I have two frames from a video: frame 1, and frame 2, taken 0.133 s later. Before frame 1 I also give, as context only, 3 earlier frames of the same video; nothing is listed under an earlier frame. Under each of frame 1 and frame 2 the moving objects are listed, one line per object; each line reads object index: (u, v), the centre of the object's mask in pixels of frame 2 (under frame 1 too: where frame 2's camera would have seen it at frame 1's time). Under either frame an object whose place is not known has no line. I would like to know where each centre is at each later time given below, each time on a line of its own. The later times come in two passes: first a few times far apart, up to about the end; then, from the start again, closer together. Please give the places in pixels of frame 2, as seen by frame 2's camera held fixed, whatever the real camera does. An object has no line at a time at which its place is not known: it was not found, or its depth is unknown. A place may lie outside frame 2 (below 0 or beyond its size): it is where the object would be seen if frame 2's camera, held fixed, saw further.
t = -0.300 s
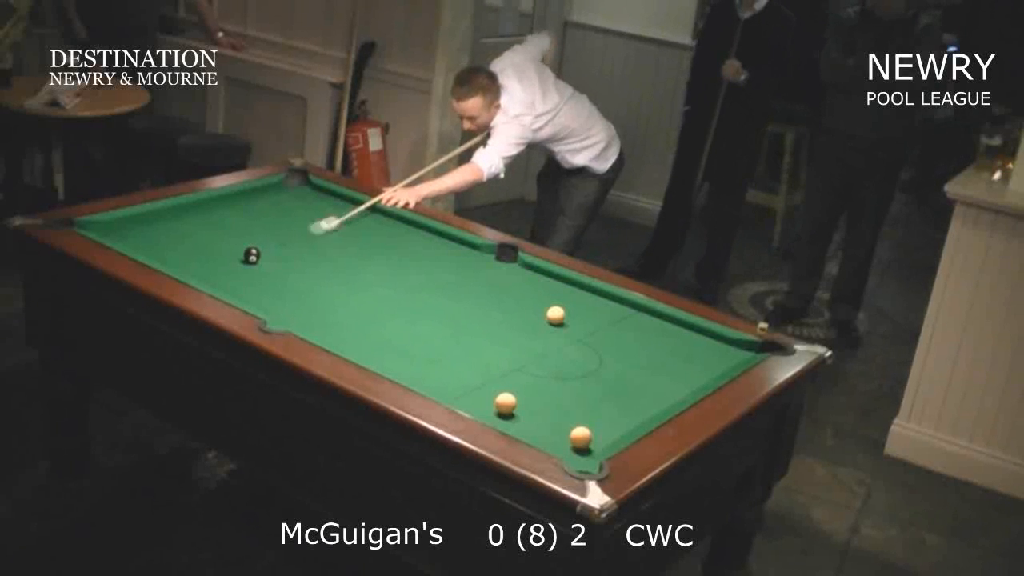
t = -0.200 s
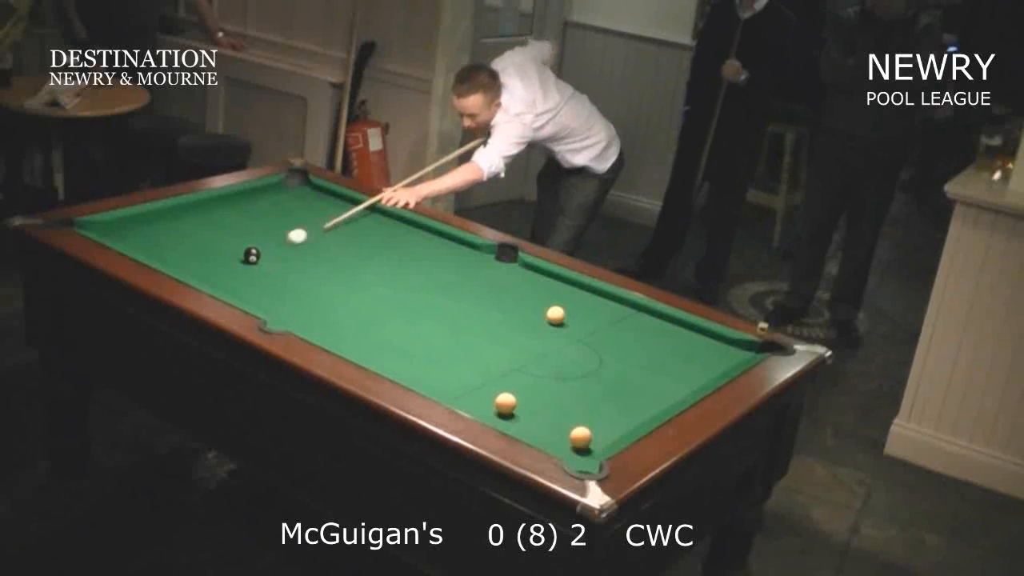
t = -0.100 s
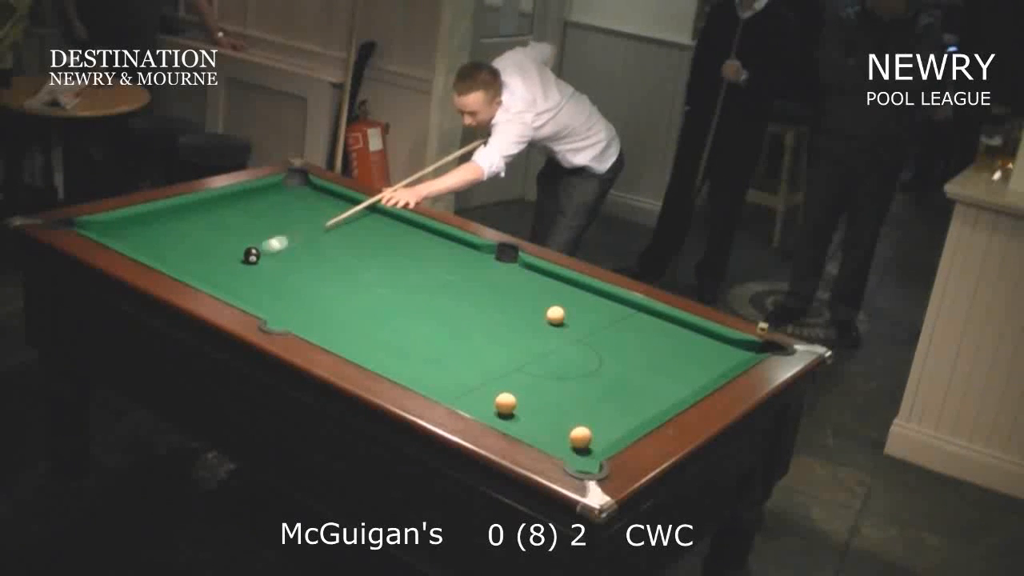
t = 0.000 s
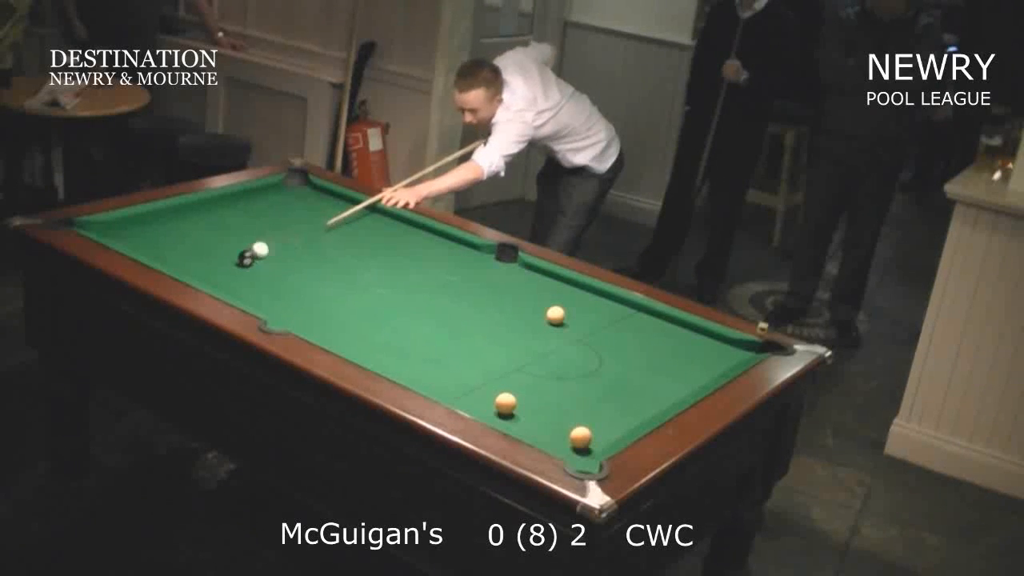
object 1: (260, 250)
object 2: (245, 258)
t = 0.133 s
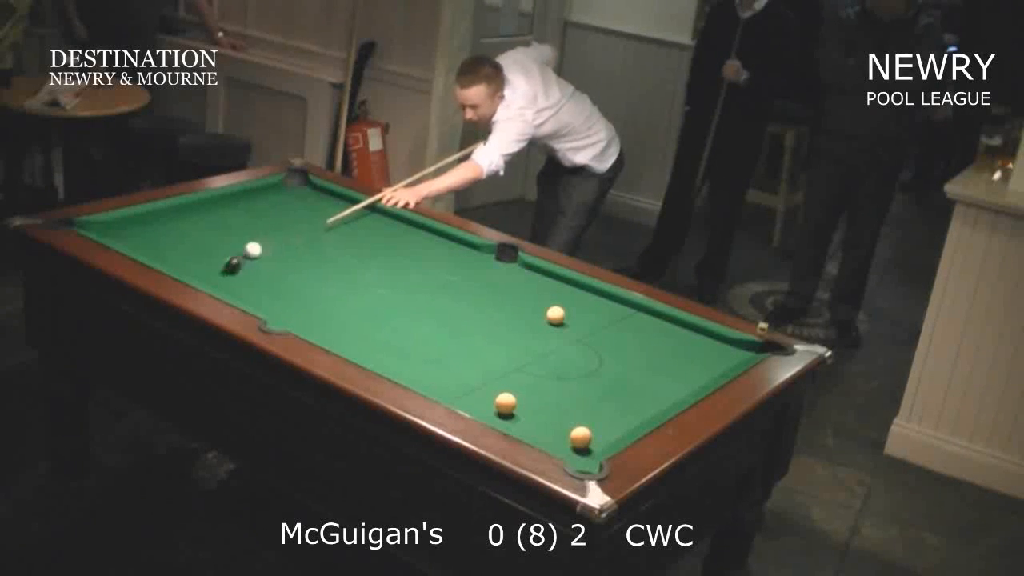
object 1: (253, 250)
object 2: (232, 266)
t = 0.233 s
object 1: (246, 250)
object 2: (219, 271)
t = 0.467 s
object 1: (233, 251)
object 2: (208, 278)
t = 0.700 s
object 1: (222, 252)
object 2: (231, 277)
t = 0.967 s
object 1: (212, 253)
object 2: (258, 273)
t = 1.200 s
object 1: (204, 254)
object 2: (280, 271)
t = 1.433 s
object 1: (199, 254)
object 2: (300, 268)
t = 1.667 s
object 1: (196, 254)
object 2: (318, 265)
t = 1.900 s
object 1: (195, 255)
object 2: (333, 263)
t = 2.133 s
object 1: (194, 255)
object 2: (346, 262)
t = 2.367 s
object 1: (195, 255)
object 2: (359, 260)
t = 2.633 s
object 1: (194, 255)
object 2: (370, 259)
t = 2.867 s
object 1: (194, 255)
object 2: (377, 257)
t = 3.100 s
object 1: (194, 255)
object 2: (383, 257)
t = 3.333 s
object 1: (194, 255)
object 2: (387, 257)
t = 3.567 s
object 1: (194, 255)
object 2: (389, 256)
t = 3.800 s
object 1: (194, 255)
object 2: (390, 256)
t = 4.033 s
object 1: (194, 255)
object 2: (390, 256)
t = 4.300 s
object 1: (194, 255)
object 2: (389, 256)
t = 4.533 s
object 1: (194, 255)
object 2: (390, 256)
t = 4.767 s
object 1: (194, 255)
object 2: (390, 256)
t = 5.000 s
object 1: (194, 255)
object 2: (389, 256)
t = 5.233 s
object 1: (194, 255)
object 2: (389, 256)
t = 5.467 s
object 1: (194, 255)
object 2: (390, 256)
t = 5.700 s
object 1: (194, 255)
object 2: (389, 256)
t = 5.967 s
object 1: (194, 255)
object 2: (389, 256)
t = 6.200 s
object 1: (194, 255)
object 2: (389, 256)
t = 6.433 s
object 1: (194, 255)
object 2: (389, 256)
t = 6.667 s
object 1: (194, 255)
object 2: (389, 256)
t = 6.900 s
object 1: (194, 255)
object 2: (389, 256)
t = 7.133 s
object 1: (194, 255)
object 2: (389, 256)
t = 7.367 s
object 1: (194, 255)
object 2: (389, 256)
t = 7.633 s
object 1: (194, 255)
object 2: (389, 256)
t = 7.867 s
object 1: (194, 255)
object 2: (389, 256)
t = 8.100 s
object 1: (194, 255)
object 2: (389, 256)
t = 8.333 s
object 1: (194, 255)
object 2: (389, 256)
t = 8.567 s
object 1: (194, 255)
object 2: (389, 256)
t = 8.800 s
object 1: (194, 255)
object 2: (389, 256)
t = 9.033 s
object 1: (194, 255)
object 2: (389, 256)
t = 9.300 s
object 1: (194, 255)
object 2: (389, 256)
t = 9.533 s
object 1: (194, 255)
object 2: (389, 256)
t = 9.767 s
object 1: (194, 255)
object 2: (389, 256)
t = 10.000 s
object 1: (194, 255)
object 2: (389, 256)
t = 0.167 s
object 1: (250, 250)
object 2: (228, 268)
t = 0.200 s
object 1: (248, 250)
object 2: (223, 270)
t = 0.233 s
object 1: (246, 250)
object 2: (219, 271)
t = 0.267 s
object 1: (244, 251)
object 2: (216, 273)
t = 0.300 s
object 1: (243, 251)
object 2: (213, 275)
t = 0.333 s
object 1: (241, 251)
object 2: (210, 276)
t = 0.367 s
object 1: (239, 251)
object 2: (207, 277)
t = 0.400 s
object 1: (237, 251)
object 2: (204, 277)
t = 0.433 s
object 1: (235, 251)
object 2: (204, 277)
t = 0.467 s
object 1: (233, 251)
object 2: (208, 278)
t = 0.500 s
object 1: (232, 252)
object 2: (210, 278)
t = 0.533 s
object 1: (230, 252)
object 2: (212, 279)
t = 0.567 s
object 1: (229, 252)
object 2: (216, 279)
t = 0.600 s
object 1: (227, 252)
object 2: (221, 279)
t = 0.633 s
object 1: (225, 252)
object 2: (225, 279)
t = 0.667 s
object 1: (224, 252)
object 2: (229, 278)
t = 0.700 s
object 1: (222, 252)
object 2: (231, 277)
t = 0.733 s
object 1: (221, 252)
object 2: (234, 277)
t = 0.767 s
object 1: (219, 252)
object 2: (238, 276)
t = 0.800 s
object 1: (218, 252)
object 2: (242, 276)
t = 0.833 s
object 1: (216, 253)
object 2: (247, 275)
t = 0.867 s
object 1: (215, 253)
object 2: (249, 275)
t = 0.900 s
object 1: (214, 253)
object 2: (251, 275)
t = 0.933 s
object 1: (213, 253)
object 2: (254, 274)
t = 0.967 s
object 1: (212, 253)
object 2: (258, 273)
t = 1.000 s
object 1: (210, 253)
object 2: (262, 273)
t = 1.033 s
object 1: (209, 253)
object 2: (266, 272)
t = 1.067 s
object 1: (208, 253)
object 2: (269, 273)
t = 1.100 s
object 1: (207, 253)
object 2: (271, 272)
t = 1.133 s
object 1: (207, 254)
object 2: (273, 272)
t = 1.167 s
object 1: (206, 253)
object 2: (277, 271)
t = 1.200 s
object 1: (204, 254)
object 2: (280, 271)
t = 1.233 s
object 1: (203, 254)
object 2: (284, 270)
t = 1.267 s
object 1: (203, 254)
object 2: (287, 269)
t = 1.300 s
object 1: (202, 254)
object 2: (289, 269)
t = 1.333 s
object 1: (201, 254)
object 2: (291, 269)
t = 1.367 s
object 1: (201, 254)
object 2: (294, 269)
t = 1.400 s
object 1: (200, 254)
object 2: (297, 268)
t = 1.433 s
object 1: (199, 254)
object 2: (300, 268)
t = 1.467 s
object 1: (199, 254)
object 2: (302, 268)
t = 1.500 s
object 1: (198, 254)
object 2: (305, 267)
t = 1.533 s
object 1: (198, 254)
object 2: (307, 266)
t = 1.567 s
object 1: (197, 254)
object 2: (310, 266)
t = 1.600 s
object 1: (197, 254)
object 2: (313, 266)
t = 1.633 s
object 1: (196, 254)
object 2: (315, 265)
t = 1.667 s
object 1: (196, 254)
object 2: (318, 265)
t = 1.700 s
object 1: (196, 255)
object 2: (319, 265)
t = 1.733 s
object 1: (196, 255)
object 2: (321, 265)
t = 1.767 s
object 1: (195, 255)
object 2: (324, 265)
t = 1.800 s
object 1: (195, 255)
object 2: (326, 264)
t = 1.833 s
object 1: (195, 255)
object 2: (329, 264)
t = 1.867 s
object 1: (195, 255)
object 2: (331, 263)
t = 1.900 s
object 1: (195, 255)
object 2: (333, 263)
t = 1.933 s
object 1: (195, 255)
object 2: (335, 263)
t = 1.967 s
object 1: (195, 255)
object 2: (337, 263)
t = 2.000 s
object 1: (195, 255)
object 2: (339, 263)
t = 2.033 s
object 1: (194, 255)
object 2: (342, 263)
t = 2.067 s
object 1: (194, 255)
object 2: (343, 262)
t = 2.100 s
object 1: (194, 255)
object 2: (345, 262)
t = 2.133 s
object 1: (194, 255)
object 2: (346, 262)
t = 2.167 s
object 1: (194, 255)
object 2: (348, 262)
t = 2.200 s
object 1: (194, 255)
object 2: (350, 261)
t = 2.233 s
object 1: (194, 255)
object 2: (352, 261)
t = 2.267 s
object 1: (194, 255)
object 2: (354, 260)
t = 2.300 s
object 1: (194, 255)
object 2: (355, 260)
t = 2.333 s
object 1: (194, 255)
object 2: (356, 260)
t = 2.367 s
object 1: (195, 255)
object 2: (359, 260)
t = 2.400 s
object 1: (194, 255)
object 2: (360, 259)
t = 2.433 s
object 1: (194, 255)
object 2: (362, 260)
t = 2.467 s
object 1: (194, 255)
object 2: (363, 260)
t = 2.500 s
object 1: (194, 255)
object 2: (364, 259)
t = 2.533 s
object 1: (194, 255)
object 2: (365, 259)
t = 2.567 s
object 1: (194, 255)
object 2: (366, 259)
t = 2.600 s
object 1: (194, 255)
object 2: (368, 259)
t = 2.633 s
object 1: (194, 255)
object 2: (370, 259)
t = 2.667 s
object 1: (194, 255)
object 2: (371, 259)
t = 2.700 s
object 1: (194, 255)
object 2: (371, 259)
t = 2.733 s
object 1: (194, 255)
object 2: (372, 258)
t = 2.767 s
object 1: (194, 255)
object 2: (373, 258)
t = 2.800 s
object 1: (194, 255)
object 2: (375, 258)
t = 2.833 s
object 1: (194, 255)
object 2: (376, 258)
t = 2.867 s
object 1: (194, 255)
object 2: (377, 257)
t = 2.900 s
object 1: (194, 255)
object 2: (378, 257)
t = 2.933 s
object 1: (194, 255)
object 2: (379, 257)
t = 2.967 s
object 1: (194, 255)
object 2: (380, 257)
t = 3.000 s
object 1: (194, 255)
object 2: (381, 257)
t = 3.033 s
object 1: (194, 255)
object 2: (382, 257)
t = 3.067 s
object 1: (194, 255)
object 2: (382, 257)
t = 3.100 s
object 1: (194, 255)
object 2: (383, 257)
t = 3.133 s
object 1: (194, 255)
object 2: (383, 256)
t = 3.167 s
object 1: (194, 255)
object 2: (384, 257)
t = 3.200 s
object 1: (194, 255)
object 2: (385, 256)
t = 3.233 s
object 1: (194, 255)
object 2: (385, 256)
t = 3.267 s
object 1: (194, 255)
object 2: (386, 256)
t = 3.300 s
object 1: (194, 255)
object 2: (386, 257)
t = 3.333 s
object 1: (194, 255)
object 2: (387, 257)
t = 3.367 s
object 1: (194, 255)
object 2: (387, 256)
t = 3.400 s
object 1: (194, 255)
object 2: (388, 256)
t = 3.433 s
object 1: (194, 255)
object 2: (388, 256)
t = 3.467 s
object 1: (194, 255)
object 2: (389, 256)
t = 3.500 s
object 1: (194, 255)
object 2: (389, 256)
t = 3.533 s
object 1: (194, 255)
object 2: (389, 256)
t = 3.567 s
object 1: (194, 255)
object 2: (389, 256)
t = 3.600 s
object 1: (194, 255)
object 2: (389, 256)
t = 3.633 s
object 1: (194, 255)
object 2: (389, 256)
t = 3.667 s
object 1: (194, 255)
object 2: (390, 256)
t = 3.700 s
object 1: (194, 255)
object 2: (390, 256)
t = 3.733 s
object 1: (194, 255)
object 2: (390, 256)
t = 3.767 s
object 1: (194, 255)
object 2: (390, 256)
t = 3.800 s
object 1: (194, 255)
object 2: (390, 256)
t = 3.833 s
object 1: (194, 255)
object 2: (390, 256)
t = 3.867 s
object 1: (194, 255)
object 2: (390, 256)
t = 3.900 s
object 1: (194, 255)
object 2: (390, 256)
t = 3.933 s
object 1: (194, 255)
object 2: (390, 256)
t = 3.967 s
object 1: (194, 255)
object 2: (390, 256)
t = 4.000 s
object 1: (194, 255)
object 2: (390, 256)
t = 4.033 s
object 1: (194, 255)
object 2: (390, 256)
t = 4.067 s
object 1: (194, 255)
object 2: (390, 256)
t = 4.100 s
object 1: (194, 255)
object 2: (390, 256)
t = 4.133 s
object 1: (194, 255)
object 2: (390, 256)
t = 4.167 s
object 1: (194, 255)
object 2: (390, 256)
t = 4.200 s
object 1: (194, 255)
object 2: (390, 256)
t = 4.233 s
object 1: (194, 255)
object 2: (390, 256)
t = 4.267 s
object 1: (194, 255)
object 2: (390, 256)
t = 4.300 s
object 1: (194, 255)
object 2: (389, 256)
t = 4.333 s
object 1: (194, 255)
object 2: (390, 256)
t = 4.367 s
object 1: (194, 255)
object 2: (389, 256)
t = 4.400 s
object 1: (194, 255)
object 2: (389, 256)
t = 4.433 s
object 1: (194, 255)
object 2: (390, 256)
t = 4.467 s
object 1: (194, 255)
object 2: (390, 256)
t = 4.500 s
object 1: (194, 255)
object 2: (390, 256)
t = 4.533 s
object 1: (194, 255)
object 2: (390, 256)
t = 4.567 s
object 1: (194, 255)
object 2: (390, 256)
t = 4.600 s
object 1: (194, 255)
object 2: (390, 256)
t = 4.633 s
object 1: (194, 255)
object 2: (390, 256)
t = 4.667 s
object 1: (194, 255)
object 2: (390, 256)
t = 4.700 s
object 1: (194, 255)
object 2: (390, 256)
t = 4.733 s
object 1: (194, 255)
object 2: (390, 256)
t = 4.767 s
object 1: (194, 255)
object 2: (390, 256)
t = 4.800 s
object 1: (194, 255)
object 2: (390, 256)
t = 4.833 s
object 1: (194, 255)
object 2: (389, 256)
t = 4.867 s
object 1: (194, 255)
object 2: (389, 256)
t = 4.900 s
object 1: (194, 255)
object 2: (389, 256)
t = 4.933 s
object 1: (194, 255)
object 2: (389, 256)
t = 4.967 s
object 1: (194, 255)
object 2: (389, 256)
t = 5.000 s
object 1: (194, 255)
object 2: (389, 256)
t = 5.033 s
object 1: (194, 255)
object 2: (389, 256)
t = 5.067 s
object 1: (194, 255)
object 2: (390, 256)
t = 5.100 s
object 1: (194, 255)
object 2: (389, 256)
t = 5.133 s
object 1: (194, 255)
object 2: (389, 256)
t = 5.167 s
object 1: (194, 255)
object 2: (389, 256)
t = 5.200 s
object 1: (194, 255)
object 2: (389, 256)
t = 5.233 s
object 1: (194, 255)
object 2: (389, 256)
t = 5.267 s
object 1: (194, 255)
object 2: (390, 256)
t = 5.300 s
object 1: (194, 255)
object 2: (389, 256)
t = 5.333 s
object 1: (194, 255)
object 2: (389, 256)
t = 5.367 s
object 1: (194, 255)
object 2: (389, 256)
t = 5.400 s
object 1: (194, 255)
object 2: (389, 256)
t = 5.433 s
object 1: (194, 255)
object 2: (389, 256)
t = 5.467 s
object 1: (194, 255)
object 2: (390, 256)
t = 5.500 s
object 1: (194, 255)
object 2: (389, 256)
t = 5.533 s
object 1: (194, 255)
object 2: (390, 256)
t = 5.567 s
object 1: (194, 255)
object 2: (390, 256)
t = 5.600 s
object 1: (194, 255)
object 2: (389, 256)
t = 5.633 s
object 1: (194, 255)
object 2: (389, 256)
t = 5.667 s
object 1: (194, 255)
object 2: (389, 256)
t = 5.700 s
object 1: (194, 255)
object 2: (389, 256)
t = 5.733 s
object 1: (194, 255)
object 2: (389, 256)
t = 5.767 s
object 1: (194, 255)
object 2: (389, 256)
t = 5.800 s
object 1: (194, 255)
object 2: (389, 256)
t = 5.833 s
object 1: (194, 255)
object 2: (389, 256)
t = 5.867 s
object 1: (194, 255)
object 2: (389, 256)
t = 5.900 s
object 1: (194, 255)
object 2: (389, 256)
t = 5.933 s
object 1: (194, 255)
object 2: (389, 256)
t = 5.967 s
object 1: (194, 255)
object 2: (389, 256)
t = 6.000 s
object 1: (194, 255)
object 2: (389, 256)
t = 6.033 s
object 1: (194, 255)
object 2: (389, 256)
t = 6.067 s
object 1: (194, 255)
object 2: (389, 256)
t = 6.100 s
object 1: (194, 255)
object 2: (389, 256)
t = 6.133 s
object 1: (194, 255)
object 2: (389, 256)
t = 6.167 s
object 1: (194, 255)
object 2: (390, 255)
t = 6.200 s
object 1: (194, 255)
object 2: (389, 256)
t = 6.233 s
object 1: (194, 255)
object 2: (389, 256)
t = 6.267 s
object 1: (194, 255)
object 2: (389, 256)
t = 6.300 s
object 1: (194, 255)
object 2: (389, 256)
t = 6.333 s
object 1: (194, 255)
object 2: (389, 256)
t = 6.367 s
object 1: (194, 255)
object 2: (389, 256)
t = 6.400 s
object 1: (194, 255)
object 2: (389, 256)
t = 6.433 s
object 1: (194, 255)
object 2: (389, 256)
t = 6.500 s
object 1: (194, 255)
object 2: (389, 256)
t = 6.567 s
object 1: (194, 255)
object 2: (389, 256)
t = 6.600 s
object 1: (194, 255)
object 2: (389, 256)
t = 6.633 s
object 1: (194, 255)
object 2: (389, 256)
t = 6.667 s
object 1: (194, 255)
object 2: (389, 256)
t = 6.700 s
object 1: (194, 255)
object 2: (389, 256)
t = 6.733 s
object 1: (194, 255)
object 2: (389, 256)
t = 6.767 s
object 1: (194, 255)
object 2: (389, 256)
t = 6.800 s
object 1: (194, 255)
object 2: (389, 256)
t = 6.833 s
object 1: (194, 255)
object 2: (389, 256)
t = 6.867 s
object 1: (194, 255)
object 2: (389, 256)
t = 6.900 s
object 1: (194, 255)
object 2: (389, 256)
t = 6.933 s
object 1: (194, 255)
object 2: (389, 256)
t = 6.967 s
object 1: (194, 255)
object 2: (389, 256)
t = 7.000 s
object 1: (194, 255)
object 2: (389, 256)
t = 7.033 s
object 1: (194, 255)
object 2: (389, 256)
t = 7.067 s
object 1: (194, 255)
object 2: (389, 256)
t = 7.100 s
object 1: (194, 255)
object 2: (389, 256)
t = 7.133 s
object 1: (194, 255)
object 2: (389, 256)
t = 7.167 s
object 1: (194, 255)
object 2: (389, 256)
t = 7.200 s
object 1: (194, 255)
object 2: (389, 256)
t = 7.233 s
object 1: (194, 255)
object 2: (389, 256)
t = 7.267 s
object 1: (194, 255)
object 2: (389, 256)
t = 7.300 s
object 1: (194, 255)
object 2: (389, 256)
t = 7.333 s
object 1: (194, 255)
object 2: (389, 256)
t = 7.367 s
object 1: (194, 255)
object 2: (389, 256)
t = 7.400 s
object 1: (194, 255)
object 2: (389, 256)
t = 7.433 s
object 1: (194, 255)
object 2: (390, 256)
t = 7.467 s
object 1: (194, 255)
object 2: (389, 256)
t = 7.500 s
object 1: (194, 255)
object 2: (390, 256)
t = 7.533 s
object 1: (194, 255)
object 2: (389, 255)
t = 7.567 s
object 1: (194, 255)
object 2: (389, 256)
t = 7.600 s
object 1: (194, 255)
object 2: (389, 256)
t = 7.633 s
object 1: (194, 255)
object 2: (389, 256)
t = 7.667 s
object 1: (194, 255)
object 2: (389, 256)
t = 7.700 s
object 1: (194, 255)
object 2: (389, 256)
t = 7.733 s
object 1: (194, 255)
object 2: (389, 256)
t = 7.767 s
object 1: (194, 255)
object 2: (389, 256)
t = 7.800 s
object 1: (194, 255)
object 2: (389, 256)
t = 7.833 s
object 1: (194, 255)
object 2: (389, 256)
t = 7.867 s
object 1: (194, 255)
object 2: (389, 256)
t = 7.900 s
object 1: (194, 255)
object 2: (389, 256)
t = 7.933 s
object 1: (194, 255)
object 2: (389, 256)
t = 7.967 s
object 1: (194, 255)
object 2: (389, 256)
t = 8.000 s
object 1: (194, 255)
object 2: (389, 256)
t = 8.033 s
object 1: (194, 255)
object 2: (389, 256)
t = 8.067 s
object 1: (194, 255)
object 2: (389, 256)
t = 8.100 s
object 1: (194, 255)
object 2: (389, 256)
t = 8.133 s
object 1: (194, 255)
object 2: (389, 256)
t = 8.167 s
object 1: (194, 255)
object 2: (389, 256)
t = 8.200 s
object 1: (194, 255)
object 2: (389, 256)
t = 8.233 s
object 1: (194, 255)
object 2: (389, 256)
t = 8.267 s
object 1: (194, 255)
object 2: (389, 256)
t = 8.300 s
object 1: (194, 255)
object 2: (389, 256)
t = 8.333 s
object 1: (194, 255)
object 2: (389, 256)
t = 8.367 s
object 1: (194, 255)
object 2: (389, 256)
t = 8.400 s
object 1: (194, 255)
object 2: (389, 255)
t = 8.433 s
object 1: (194, 255)
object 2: (389, 256)
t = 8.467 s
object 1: (194, 255)
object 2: (389, 256)
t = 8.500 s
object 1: (194, 255)
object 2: (389, 256)
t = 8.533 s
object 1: (194, 255)
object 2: (389, 256)
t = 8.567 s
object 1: (194, 255)
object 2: (389, 256)
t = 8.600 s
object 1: (194, 255)
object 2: (389, 255)
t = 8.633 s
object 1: (194, 255)
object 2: (389, 256)
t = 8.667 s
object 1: (194, 255)
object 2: (389, 256)
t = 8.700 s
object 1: (194, 255)
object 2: (389, 256)
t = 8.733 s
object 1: (194, 255)
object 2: (389, 256)
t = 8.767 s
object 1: (194, 255)
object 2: (389, 256)
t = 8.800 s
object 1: (194, 255)
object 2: (389, 256)
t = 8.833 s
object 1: (194, 255)
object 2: (389, 256)
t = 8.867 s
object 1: (194, 255)
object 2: (389, 256)
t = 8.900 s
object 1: (194, 255)
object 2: (389, 256)
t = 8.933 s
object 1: (194, 255)
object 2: (389, 256)
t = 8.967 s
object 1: (194, 255)
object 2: (389, 256)
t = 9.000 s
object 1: (194, 255)
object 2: (389, 256)
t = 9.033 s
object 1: (194, 255)
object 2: (389, 256)
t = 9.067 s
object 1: (194, 255)
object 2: (389, 256)
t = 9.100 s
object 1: (194, 255)
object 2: (389, 256)
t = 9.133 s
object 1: (194, 255)
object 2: (389, 256)
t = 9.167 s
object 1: (194, 255)
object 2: (389, 256)
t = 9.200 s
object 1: (194, 255)
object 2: (389, 256)
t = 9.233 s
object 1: (194, 255)
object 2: (389, 256)
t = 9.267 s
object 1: (194, 255)
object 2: (389, 256)
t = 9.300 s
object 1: (194, 255)
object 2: (389, 256)
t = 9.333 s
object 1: (194, 255)
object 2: (389, 256)
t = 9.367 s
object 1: (194, 255)
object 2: (389, 256)
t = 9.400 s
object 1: (194, 255)
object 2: (389, 256)
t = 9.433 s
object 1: (194, 255)
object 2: (389, 256)
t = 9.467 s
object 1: (194, 255)
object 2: (389, 256)
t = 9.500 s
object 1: (194, 255)
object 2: (389, 256)
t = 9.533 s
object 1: (194, 255)
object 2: (389, 256)
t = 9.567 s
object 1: (194, 255)
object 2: (389, 256)
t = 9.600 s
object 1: (194, 255)
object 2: (389, 256)
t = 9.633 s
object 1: (194, 255)
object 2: (389, 256)
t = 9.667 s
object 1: (194, 255)
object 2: (389, 256)
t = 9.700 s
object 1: (194, 255)
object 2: (389, 256)
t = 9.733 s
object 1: (194, 255)
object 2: (389, 256)
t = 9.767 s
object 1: (194, 255)
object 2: (389, 256)
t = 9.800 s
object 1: (194, 255)
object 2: (389, 256)
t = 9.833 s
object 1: (194, 255)
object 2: (389, 256)
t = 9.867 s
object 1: (194, 255)
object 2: (389, 256)
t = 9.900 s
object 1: (194, 255)
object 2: (389, 256)
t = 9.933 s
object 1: (194, 255)
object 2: (389, 256)
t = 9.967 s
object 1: (194, 255)
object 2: (389, 256)
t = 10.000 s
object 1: (194, 255)
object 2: (389, 256)
